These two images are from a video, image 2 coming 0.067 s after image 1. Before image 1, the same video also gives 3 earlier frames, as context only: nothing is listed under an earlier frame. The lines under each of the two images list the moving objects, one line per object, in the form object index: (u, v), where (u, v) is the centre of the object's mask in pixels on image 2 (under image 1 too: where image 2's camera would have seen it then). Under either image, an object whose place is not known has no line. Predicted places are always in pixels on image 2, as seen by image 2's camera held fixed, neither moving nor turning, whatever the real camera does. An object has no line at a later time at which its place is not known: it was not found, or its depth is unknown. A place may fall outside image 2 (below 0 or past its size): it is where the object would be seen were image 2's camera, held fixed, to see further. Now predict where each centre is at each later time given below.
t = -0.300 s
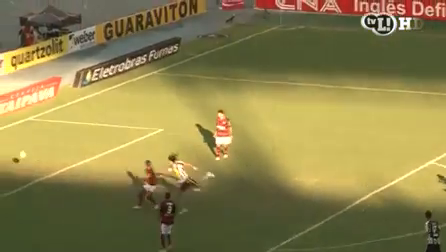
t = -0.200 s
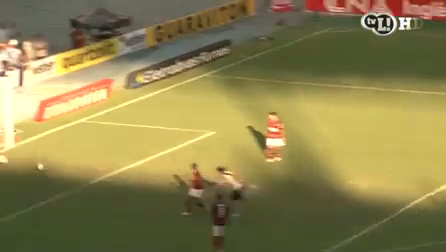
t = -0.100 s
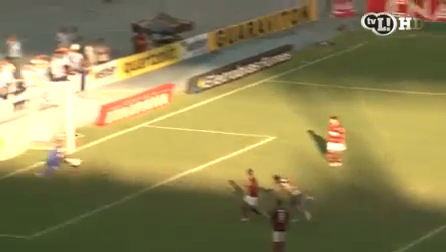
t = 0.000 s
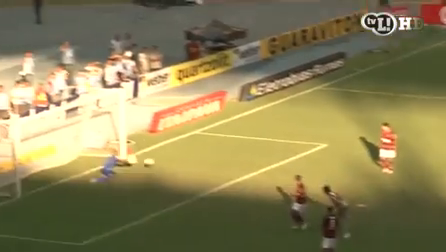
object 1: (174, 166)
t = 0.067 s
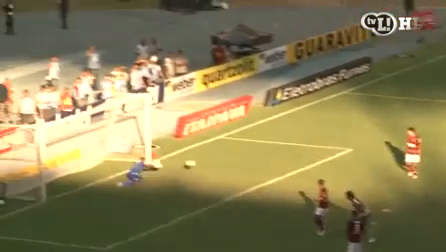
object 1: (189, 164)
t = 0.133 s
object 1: (205, 161)
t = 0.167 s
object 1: (213, 161)
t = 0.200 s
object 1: (220, 161)
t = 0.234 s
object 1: (228, 161)
